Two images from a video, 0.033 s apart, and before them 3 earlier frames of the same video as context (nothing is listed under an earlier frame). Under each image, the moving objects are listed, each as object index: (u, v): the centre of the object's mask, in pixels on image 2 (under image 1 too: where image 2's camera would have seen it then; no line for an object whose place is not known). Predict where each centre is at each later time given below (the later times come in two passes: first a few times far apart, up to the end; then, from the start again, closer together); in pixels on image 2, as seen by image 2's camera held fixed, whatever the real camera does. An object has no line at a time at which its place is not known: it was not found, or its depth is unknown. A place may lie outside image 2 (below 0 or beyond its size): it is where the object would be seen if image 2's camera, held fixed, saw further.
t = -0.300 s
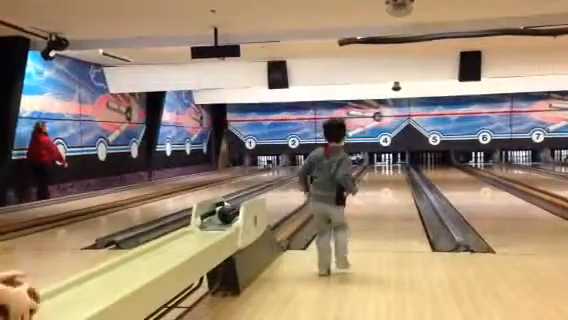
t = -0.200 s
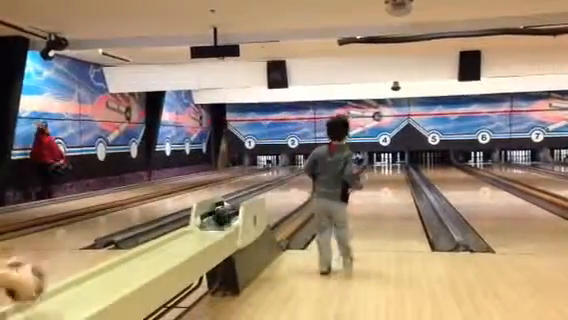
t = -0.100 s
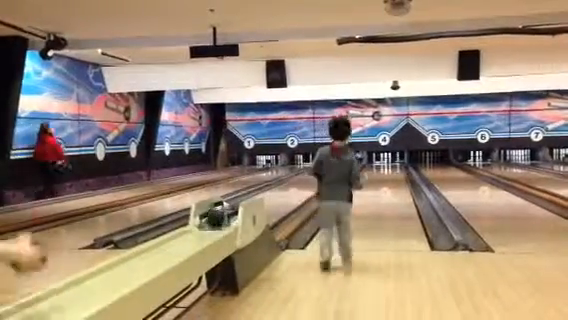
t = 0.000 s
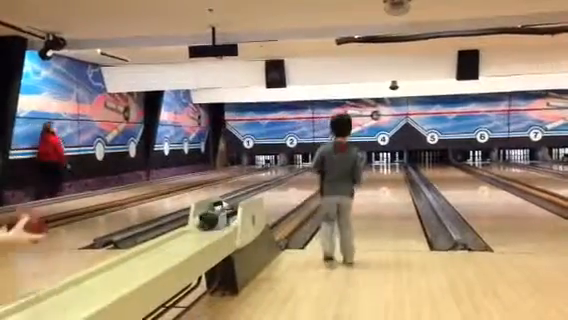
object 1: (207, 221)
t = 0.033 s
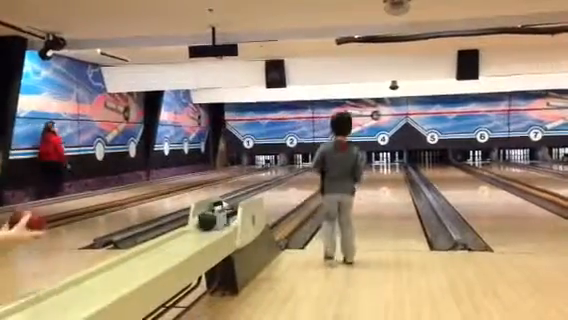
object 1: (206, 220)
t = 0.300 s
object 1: (200, 224)
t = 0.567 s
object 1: (199, 227)
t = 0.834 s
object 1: (196, 230)
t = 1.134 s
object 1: (190, 234)
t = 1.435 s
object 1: (187, 238)
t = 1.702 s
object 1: (176, 245)
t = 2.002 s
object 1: (163, 247)
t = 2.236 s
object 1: (152, 252)
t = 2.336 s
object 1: (147, 253)
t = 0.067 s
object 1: (205, 221)
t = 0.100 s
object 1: (204, 221)
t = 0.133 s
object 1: (203, 222)
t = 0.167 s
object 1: (202, 222)
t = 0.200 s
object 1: (200, 224)
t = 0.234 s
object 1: (200, 225)
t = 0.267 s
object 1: (200, 224)
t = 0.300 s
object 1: (200, 224)
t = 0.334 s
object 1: (199, 225)
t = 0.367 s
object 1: (199, 226)
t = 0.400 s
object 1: (200, 226)
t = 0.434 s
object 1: (198, 226)
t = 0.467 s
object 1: (198, 227)
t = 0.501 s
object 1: (198, 227)
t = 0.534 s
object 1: (198, 227)
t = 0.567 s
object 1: (199, 227)
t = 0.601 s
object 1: (198, 226)
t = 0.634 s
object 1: (198, 225)
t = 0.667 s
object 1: (196, 227)
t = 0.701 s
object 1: (196, 229)
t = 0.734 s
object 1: (196, 228)
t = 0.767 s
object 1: (196, 228)
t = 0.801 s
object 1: (196, 228)
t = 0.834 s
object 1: (196, 230)
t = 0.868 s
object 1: (195, 229)
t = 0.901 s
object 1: (195, 229)
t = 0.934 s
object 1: (195, 229)
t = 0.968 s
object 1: (194, 229)
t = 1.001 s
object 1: (193, 230)
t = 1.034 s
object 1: (191, 232)
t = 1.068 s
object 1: (191, 233)
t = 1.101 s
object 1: (190, 234)
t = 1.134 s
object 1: (190, 234)
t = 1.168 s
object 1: (188, 236)
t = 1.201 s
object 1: (188, 236)
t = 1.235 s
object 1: (187, 237)
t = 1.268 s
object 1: (187, 236)
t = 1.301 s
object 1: (187, 236)
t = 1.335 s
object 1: (187, 238)
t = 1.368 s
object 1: (186, 238)
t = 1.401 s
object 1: (187, 237)
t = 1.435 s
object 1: (187, 238)
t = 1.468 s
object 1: (186, 238)
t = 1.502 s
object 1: (185, 239)
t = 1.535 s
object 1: (182, 241)
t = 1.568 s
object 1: (181, 241)
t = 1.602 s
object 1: (180, 242)
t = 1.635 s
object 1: (181, 241)
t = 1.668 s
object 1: (178, 243)
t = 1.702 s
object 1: (176, 245)
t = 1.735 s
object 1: (174, 245)
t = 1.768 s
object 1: (172, 247)
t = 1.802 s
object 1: (171, 240)
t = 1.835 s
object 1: (170, 241)
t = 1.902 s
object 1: (169, 243)
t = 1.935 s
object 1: (168, 244)
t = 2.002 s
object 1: (163, 247)
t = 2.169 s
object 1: (156, 251)
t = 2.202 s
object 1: (155, 252)
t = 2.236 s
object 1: (152, 252)
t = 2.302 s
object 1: (148, 253)
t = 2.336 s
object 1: (147, 253)
